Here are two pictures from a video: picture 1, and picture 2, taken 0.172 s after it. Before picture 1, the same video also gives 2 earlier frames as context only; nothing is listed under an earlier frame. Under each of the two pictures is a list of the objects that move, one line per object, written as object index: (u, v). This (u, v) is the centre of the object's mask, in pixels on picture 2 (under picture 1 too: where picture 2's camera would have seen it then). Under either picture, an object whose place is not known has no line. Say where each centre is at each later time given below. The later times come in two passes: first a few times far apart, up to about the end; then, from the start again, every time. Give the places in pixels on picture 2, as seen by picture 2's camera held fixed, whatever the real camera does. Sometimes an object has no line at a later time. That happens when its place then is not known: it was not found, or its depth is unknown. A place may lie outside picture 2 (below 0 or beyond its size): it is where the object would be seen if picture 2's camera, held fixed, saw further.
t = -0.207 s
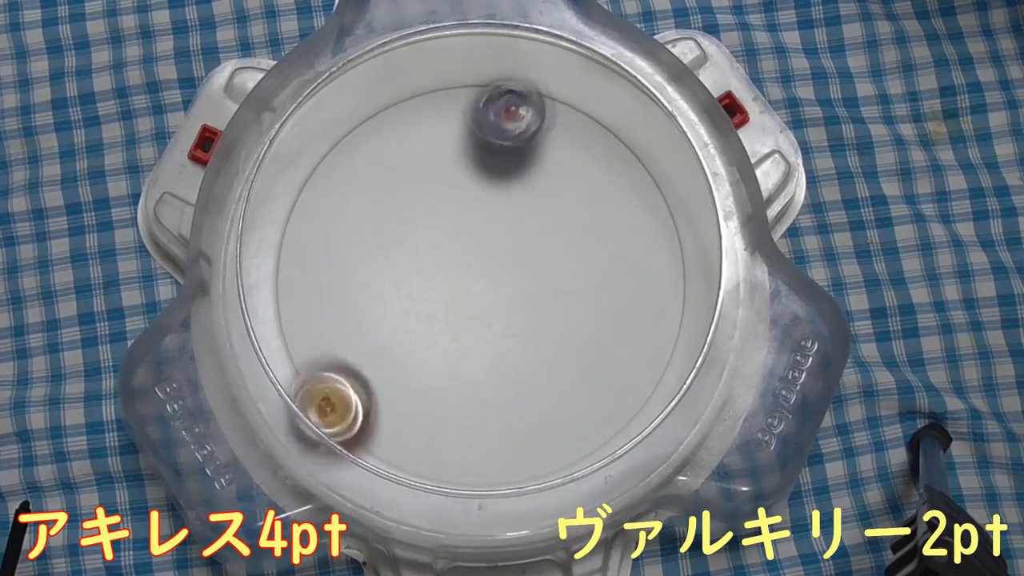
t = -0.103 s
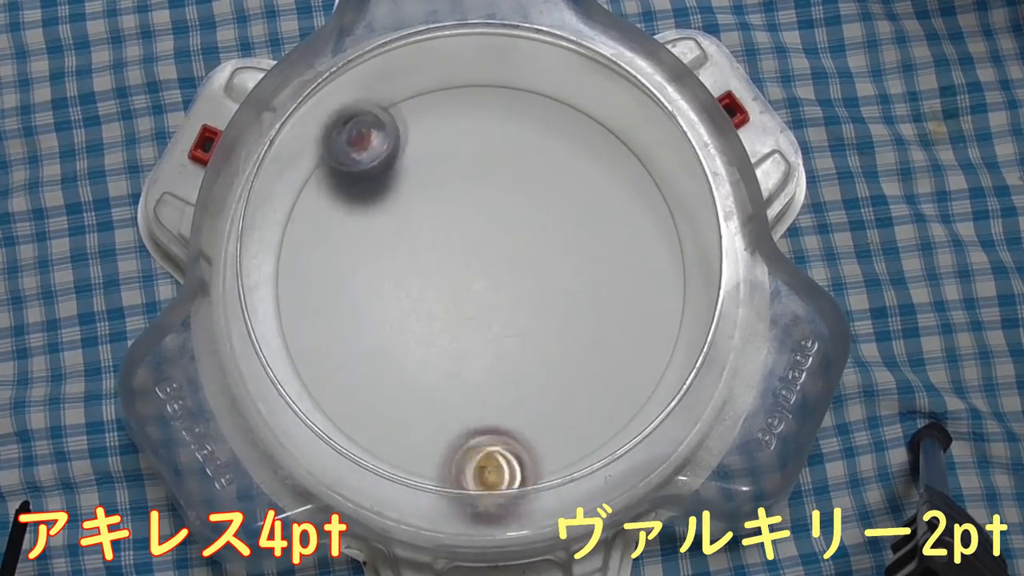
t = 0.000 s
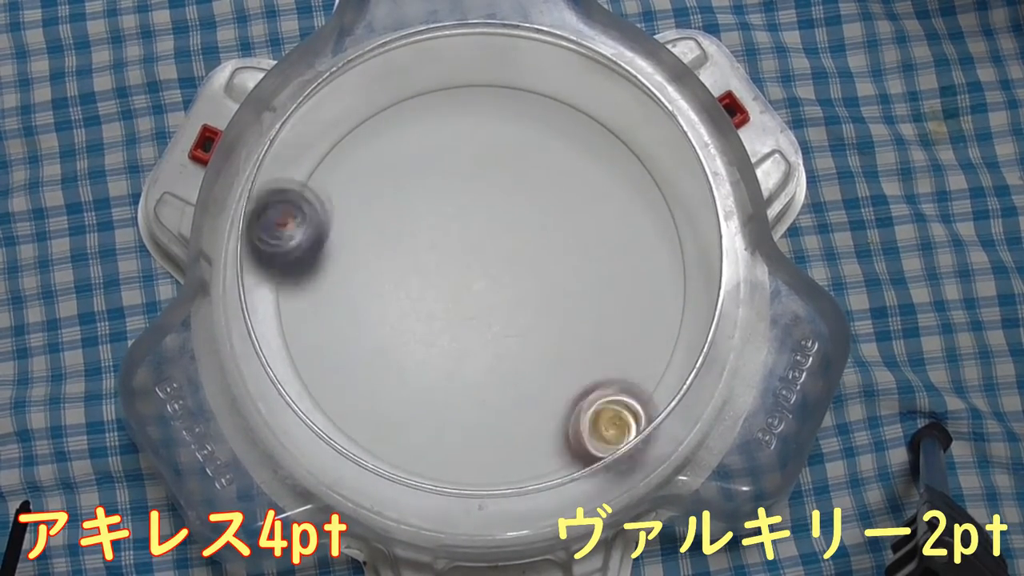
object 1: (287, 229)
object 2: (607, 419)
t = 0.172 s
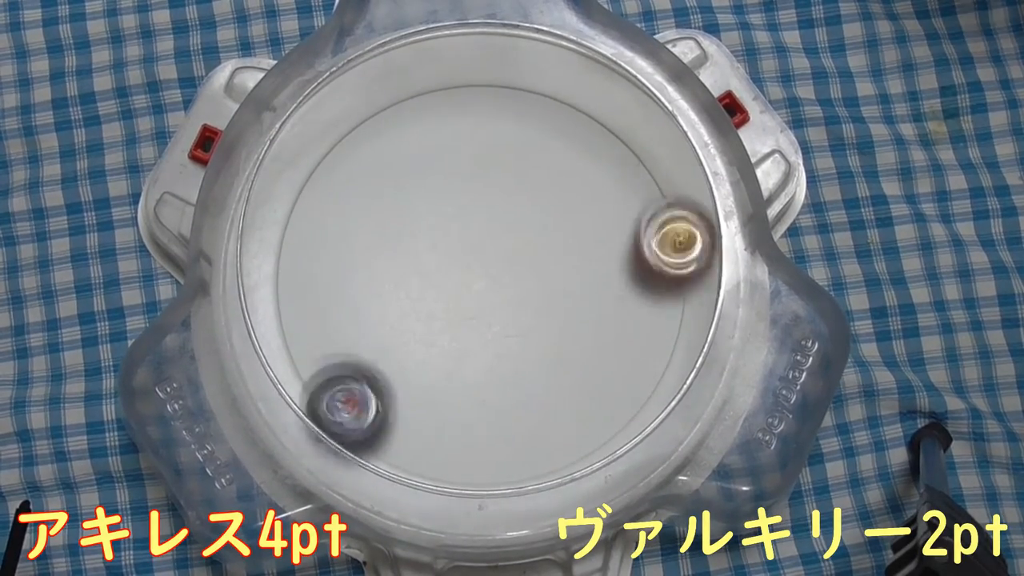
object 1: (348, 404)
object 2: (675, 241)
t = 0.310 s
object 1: (489, 453)
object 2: (590, 116)
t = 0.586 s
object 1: (624, 219)
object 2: (322, 183)
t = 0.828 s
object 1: (446, 100)
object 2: (374, 427)
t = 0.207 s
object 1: (376, 430)
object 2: (664, 202)
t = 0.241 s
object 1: (410, 447)
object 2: (645, 168)
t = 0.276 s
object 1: (449, 453)
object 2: (621, 140)
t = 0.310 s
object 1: (489, 453)
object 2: (590, 116)
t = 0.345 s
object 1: (526, 444)
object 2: (554, 99)
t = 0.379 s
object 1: (563, 422)
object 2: (519, 89)
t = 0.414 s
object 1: (590, 393)
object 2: (481, 86)
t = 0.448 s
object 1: (612, 360)
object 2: (443, 92)
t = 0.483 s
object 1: (625, 324)
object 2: (406, 104)
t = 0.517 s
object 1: (632, 287)
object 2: (373, 124)
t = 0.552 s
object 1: (633, 251)
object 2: (345, 151)
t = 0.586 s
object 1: (624, 219)
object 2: (322, 183)
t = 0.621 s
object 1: (611, 186)
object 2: (306, 220)
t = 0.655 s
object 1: (592, 158)
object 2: (298, 261)
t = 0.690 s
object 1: (568, 132)
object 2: (298, 298)
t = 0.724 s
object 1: (541, 112)
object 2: (307, 339)
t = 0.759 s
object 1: (510, 96)
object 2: (323, 375)
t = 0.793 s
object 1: (478, 92)
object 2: (346, 404)
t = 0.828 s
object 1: (446, 100)
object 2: (374, 427)
